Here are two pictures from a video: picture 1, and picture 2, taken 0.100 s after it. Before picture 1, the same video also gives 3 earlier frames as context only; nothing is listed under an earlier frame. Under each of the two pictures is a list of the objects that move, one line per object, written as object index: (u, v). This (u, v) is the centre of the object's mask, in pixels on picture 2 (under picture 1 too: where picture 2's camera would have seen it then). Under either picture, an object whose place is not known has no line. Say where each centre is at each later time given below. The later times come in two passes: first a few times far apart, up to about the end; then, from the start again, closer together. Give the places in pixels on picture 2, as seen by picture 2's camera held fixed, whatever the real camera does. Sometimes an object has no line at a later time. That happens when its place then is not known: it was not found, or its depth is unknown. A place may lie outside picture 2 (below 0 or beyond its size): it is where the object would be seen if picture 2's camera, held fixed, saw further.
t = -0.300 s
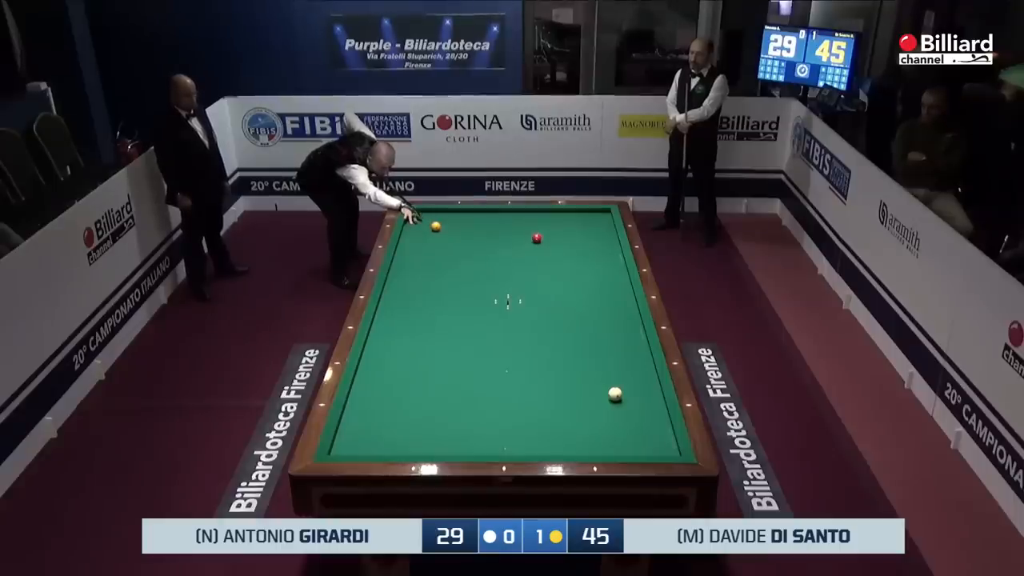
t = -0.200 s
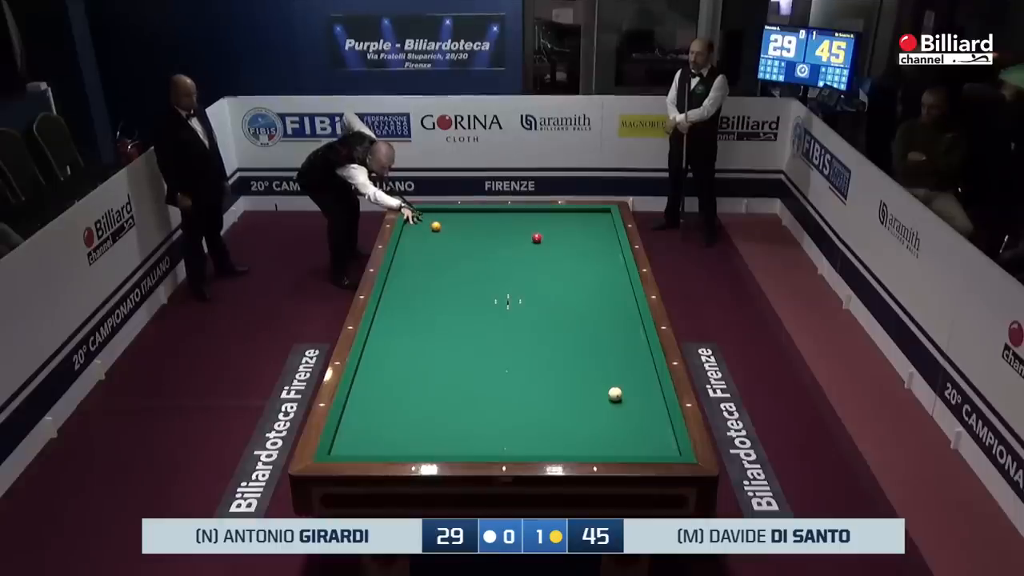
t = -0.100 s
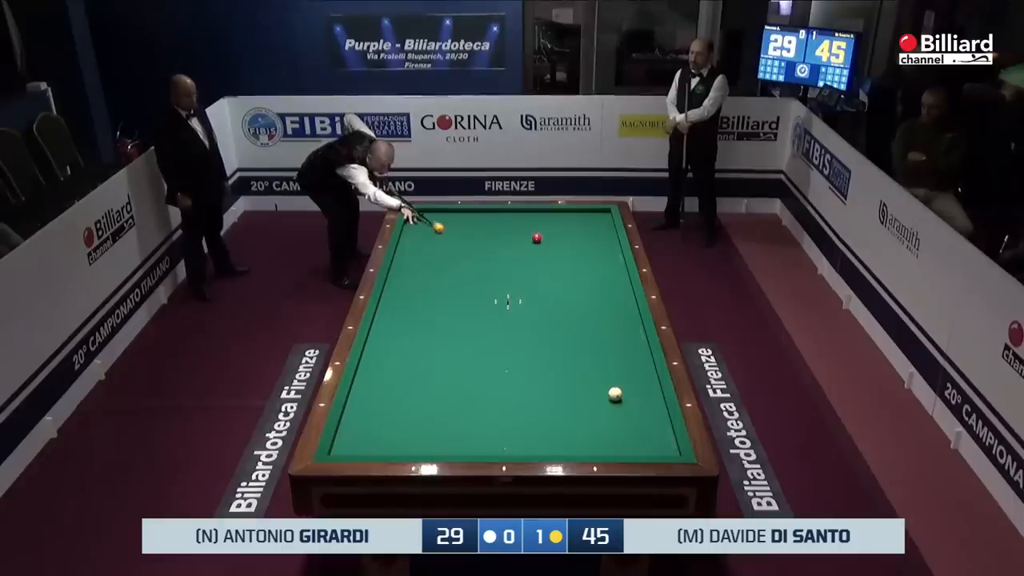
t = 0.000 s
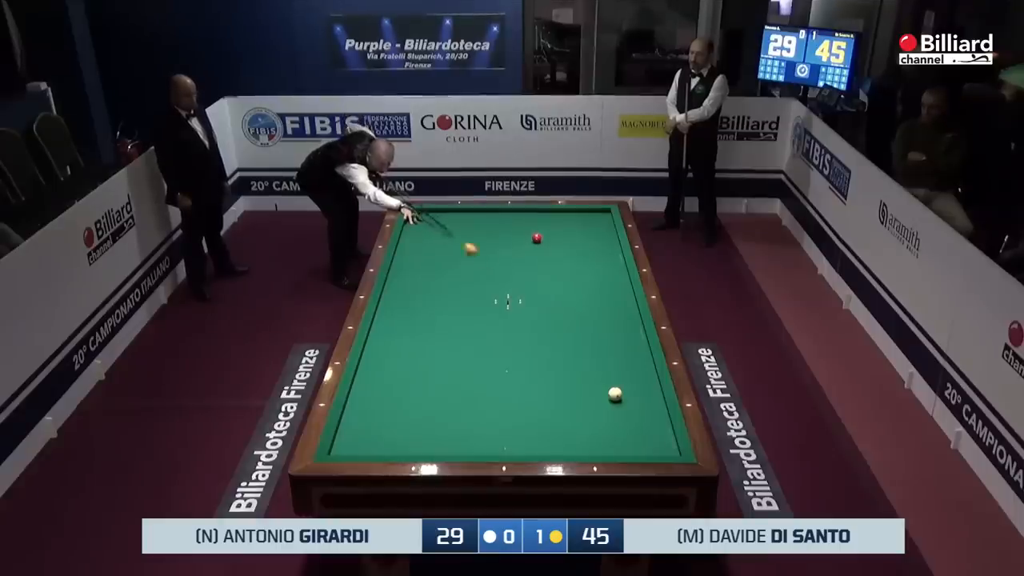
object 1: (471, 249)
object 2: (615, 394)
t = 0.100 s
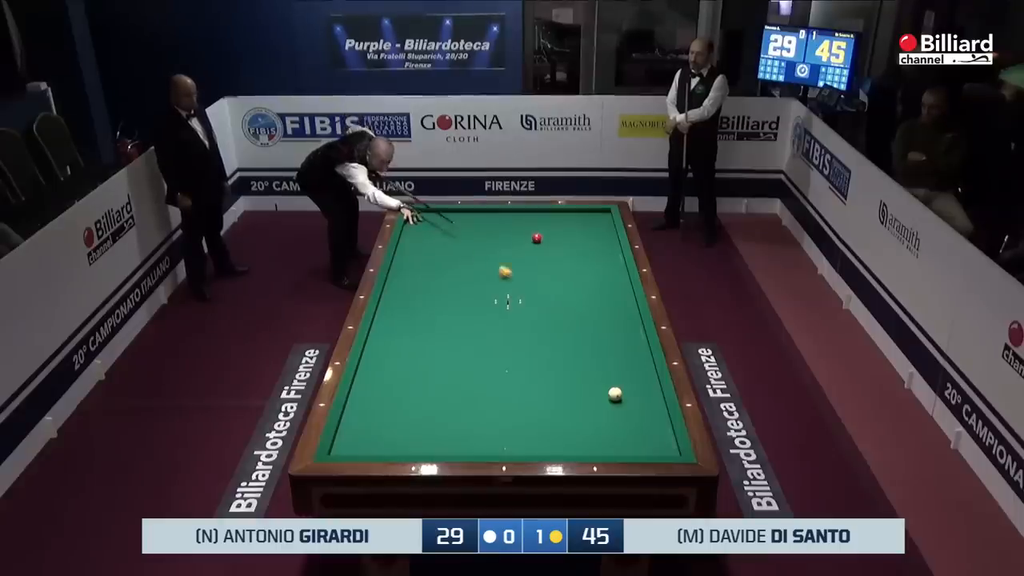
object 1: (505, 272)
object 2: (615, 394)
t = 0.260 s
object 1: (565, 313)
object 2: (615, 394)
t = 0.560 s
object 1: (628, 391)
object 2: (614, 394)
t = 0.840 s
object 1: (644, 412)
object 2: (521, 424)
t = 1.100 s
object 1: (656, 427)
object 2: (443, 447)
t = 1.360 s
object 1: (669, 443)
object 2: (383, 440)
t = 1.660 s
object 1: (670, 448)
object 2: (360, 427)
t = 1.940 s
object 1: (669, 442)
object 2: (398, 416)
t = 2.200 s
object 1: (667, 435)
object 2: (431, 406)
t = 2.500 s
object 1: (665, 429)
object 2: (466, 397)
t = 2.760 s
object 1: (663, 423)
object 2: (495, 388)
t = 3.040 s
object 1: (661, 418)
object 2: (525, 380)
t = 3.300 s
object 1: (660, 413)
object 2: (551, 372)
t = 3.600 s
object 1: (659, 408)
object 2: (579, 364)
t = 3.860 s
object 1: (658, 405)
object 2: (602, 357)
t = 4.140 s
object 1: (657, 402)
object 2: (626, 351)
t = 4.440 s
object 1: (657, 399)
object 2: (638, 344)
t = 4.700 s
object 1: (656, 397)
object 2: (626, 341)
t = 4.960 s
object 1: (656, 395)
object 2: (615, 338)
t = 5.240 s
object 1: (655, 393)
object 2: (603, 335)
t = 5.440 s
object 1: (655, 392)
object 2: (595, 333)
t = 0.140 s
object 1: (519, 282)
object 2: (615, 394)
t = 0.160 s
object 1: (526, 287)
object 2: (615, 394)
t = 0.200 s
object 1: (541, 297)
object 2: (615, 394)
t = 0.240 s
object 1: (557, 308)
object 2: (615, 394)
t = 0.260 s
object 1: (565, 313)
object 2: (615, 394)
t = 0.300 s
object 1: (581, 324)
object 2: (615, 394)
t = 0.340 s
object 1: (597, 335)
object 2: (615, 394)
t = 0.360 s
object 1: (605, 340)
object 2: (615, 394)
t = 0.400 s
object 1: (623, 352)
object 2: (615, 394)
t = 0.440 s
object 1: (640, 363)
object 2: (615, 394)
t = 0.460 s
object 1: (649, 369)
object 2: (615, 394)
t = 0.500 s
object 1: (643, 379)
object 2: (615, 394)
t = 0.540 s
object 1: (633, 387)
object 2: (615, 394)
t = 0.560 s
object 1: (628, 391)
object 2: (614, 394)
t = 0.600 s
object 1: (630, 394)
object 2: (600, 398)
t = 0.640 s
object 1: (633, 399)
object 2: (586, 403)
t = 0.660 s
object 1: (634, 400)
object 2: (580, 405)
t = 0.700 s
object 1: (637, 403)
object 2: (566, 409)
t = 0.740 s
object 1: (639, 405)
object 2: (552, 414)
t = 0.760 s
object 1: (640, 406)
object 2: (546, 416)
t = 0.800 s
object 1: (642, 409)
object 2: (533, 420)
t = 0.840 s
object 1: (644, 412)
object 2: (521, 424)
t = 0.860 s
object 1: (645, 413)
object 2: (515, 426)
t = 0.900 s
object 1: (647, 415)
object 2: (503, 430)
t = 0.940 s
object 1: (649, 418)
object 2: (491, 434)
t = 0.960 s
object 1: (650, 419)
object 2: (485, 436)
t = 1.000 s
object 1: (651, 421)
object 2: (474, 440)
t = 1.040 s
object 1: (653, 423)
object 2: (462, 443)
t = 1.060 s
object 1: (654, 425)
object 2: (456, 445)
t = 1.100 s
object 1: (656, 427)
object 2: (443, 447)
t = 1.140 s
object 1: (658, 430)
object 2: (431, 450)
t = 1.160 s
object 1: (659, 431)
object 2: (427, 449)
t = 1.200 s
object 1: (661, 433)
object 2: (418, 447)
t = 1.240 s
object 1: (663, 436)
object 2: (409, 445)
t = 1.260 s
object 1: (664, 437)
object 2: (405, 444)
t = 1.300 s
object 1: (666, 440)
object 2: (396, 443)
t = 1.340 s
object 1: (668, 442)
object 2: (387, 441)
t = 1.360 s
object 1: (669, 443)
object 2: (383, 440)
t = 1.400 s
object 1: (671, 446)
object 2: (374, 438)
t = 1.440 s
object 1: (670, 447)
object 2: (366, 436)
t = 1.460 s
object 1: (670, 448)
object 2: (362, 435)
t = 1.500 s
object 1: (670, 449)
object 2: (353, 433)
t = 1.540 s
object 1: (670, 451)
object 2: (345, 431)
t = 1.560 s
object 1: (670, 450)
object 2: (342, 430)
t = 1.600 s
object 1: (670, 449)
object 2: (350, 428)
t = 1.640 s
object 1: (670, 448)
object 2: (357, 427)
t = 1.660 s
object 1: (670, 448)
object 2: (360, 427)
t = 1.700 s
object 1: (670, 447)
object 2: (366, 425)
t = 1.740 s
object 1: (670, 447)
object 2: (372, 423)
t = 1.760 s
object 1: (670, 446)
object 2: (374, 423)
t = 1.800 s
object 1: (670, 445)
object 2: (380, 421)
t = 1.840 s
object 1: (670, 445)
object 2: (385, 419)
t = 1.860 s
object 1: (670, 444)
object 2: (388, 419)
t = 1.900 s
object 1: (669, 443)
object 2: (393, 417)
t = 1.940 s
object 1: (669, 442)
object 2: (398, 416)
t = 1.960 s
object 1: (669, 441)
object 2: (401, 415)
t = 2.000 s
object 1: (669, 440)
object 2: (406, 414)
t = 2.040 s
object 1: (669, 439)
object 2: (411, 412)
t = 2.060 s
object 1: (669, 439)
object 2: (413, 412)
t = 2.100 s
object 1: (668, 438)
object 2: (419, 410)
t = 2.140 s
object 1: (668, 437)
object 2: (424, 409)
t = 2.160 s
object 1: (668, 436)
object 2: (426, 408)
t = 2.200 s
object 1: (667, 435)
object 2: (431, 406)
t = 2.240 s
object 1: (667, 434)
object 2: (436, 405)
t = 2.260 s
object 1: (667, 434)
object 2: (438, 405)
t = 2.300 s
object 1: (667, 433)
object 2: (443, 403)
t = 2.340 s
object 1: (666, 432)
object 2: (448, 402)
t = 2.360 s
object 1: (666, 431)
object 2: (450, 401)
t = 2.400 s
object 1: (666, 431)
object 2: (455, 400)
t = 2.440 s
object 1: (665, 430)
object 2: (460, 398)
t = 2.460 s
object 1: (665, 429)
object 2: (462, 398)
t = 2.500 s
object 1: (665, 429)
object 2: (466, 397)
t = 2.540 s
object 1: (665, 428)
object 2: (471, 395)
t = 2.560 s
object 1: (664, 427)
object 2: (473, 394)
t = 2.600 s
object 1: (664, 426)
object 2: (478, 393)
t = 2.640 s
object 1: (663, 425)
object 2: (482, 392)
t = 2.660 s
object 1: (663, 425)
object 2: (484, 391)
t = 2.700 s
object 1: (663, 424)
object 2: (489, 390)
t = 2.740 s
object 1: (663, 423)
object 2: (493, 389)
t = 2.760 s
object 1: (663, 423)
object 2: (495, 388)
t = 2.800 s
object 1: (662, 422)
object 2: (500, 387)
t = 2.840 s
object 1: (662, 421)
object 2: (504, 386)
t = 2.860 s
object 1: (662, 421)
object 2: (506, 385)
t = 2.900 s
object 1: (662, 420)
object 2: (510, 384)
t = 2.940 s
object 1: (662, 420)
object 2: (515, 383)
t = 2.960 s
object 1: (662, 419)
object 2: (517, 382)
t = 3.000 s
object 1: (661, 418)
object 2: (521, 381)
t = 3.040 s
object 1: (661, 418)
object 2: (525, 380)
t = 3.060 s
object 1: (661, 417)
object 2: (527, 379)
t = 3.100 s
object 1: (660, 417)
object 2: (531, 378)
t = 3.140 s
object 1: (661, 416)
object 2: (535, 377)
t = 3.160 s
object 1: (660, 415)
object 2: (538, 376)
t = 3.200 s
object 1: (660, 415)
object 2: (541, 375)
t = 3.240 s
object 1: (660, 415)
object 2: (545, 374)
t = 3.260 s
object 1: (660, 414)
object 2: (547, 373)
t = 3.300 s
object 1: (660, 413)
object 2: (551, 372)
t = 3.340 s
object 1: (660, 413)
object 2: (555, 371)
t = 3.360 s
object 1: (660, 412)
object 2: (557, 371)
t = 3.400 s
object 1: (660, 412)
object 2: (560, 369)
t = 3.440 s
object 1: (660, 411)
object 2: (564, 368)
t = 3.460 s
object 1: (659, 411)
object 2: (566, 368)
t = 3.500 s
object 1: (659, 410)
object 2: (570, 367)
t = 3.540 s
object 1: (659, 409)
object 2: (574, 366)
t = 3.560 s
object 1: (659, 409)
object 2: (576, 365)
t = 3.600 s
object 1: (659, 408)
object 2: (579, 364)
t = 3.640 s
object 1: (659, 408)
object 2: (583, 363)
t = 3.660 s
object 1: (658, 408)
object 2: (585, 363)
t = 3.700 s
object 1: (658, 407)
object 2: (588, 361)
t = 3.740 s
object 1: (658, 407)
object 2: (592, 360)
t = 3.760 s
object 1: (658, 407)
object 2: (594, 360)
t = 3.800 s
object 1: (658, 406)
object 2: (597, 359)
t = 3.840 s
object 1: (658, 406)
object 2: (601, 358)
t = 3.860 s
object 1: (658, 405)
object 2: (602, 357)
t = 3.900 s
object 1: (658, 404)
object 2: (606, 356)
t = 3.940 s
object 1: (658, 404)
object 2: (609, 355)
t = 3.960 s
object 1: (658, 404)
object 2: (611, 355)
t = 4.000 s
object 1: (658, 403)
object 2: (614, 354)
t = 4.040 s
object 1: (658, 403)
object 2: (617, 353)
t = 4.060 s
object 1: (657, 402)
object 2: (619, 353)
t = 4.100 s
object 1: (657, 403)
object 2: (623, 352)
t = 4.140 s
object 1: (657, 402)
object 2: (626, 351)
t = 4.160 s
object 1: (657, 402)
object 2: (628, 350)
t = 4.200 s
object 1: (657, 401)
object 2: (631, 349)
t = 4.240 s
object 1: (657, 401)
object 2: (634, 348)
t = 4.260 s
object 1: (657, 401)
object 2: (636, 348)
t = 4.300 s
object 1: (657, 400)
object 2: (639, 347)
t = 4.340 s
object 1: (657, 400)
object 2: (642, 346)
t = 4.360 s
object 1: (657, 399)
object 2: (643, 346)
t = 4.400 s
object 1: (657, 399)
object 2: (641, 345)
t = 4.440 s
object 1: (657, 399)
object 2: (638, 344)
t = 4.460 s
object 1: (657, 399)
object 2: (638, 344)
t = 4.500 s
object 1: (657, 398)
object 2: (635, 344)
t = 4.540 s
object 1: (657, 398)
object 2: (634, 343)
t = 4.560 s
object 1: (657, 398)
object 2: (633, 343)
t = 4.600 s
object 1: (657, 398)
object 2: (631, 342)
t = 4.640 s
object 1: (656, 397)
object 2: (629, 342)
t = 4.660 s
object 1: (656, 397)
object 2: (628, 342)
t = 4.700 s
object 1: (656, 397)
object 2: (626, 341)
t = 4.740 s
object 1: (656, 396)
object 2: (624, 341)
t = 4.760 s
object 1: (656, 396)
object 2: (623, 340)
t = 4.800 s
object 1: (656, 396)
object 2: (622, 340)
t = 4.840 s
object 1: (656, 395)
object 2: (620, 339)
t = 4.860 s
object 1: (656, 395)
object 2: (619, 339)
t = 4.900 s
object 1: (656, 395)
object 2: (617, 339)
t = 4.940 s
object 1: (656, 395)
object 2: (615, 338)
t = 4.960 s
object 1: (656, 395)
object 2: (615, 338)
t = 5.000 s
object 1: (655, 394)
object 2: (613, 338)
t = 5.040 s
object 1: (655, 394)
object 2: (611, 337)
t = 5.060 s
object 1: (656, 394)
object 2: (611, 337)
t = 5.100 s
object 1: (655, 394)
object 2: (609, 337)
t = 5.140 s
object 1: (655, 394)
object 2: (607, 336)
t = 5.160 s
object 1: (655, 393)
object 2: (606, 336)
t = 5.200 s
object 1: (655, 393)
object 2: (605, 335)
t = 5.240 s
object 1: (655, 393)
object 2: (603, 335)
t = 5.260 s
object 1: (655, 393)
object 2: (602, 335)
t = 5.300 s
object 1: (655, 393)
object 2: (601, 334)
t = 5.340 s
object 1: (655, 393)
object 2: (599, 334)
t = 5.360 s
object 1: (655, 392)
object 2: (599, 334)
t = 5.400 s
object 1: (655, 392)
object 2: (597, 333)
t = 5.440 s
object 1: (655, 392)
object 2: (595, 333)
